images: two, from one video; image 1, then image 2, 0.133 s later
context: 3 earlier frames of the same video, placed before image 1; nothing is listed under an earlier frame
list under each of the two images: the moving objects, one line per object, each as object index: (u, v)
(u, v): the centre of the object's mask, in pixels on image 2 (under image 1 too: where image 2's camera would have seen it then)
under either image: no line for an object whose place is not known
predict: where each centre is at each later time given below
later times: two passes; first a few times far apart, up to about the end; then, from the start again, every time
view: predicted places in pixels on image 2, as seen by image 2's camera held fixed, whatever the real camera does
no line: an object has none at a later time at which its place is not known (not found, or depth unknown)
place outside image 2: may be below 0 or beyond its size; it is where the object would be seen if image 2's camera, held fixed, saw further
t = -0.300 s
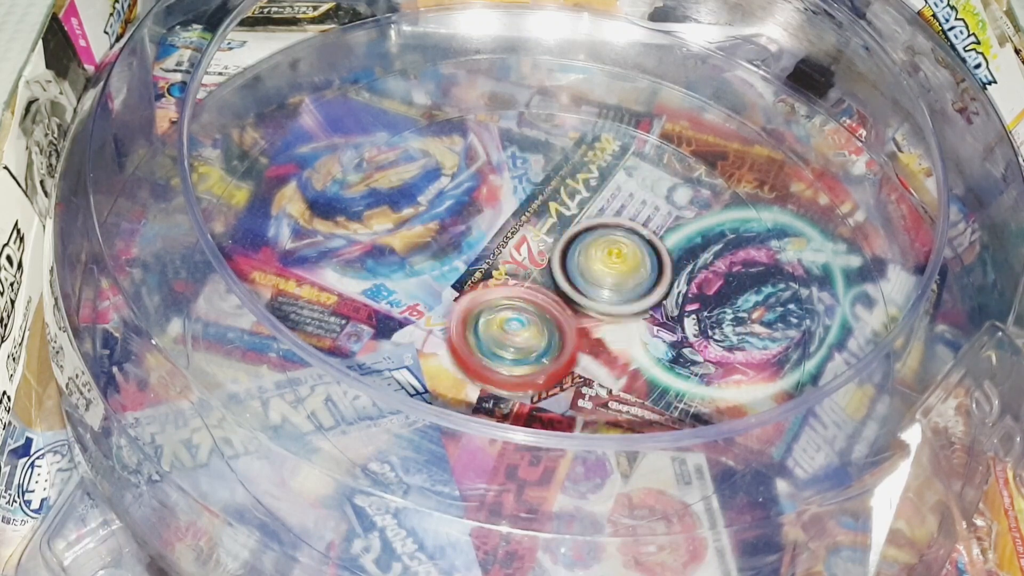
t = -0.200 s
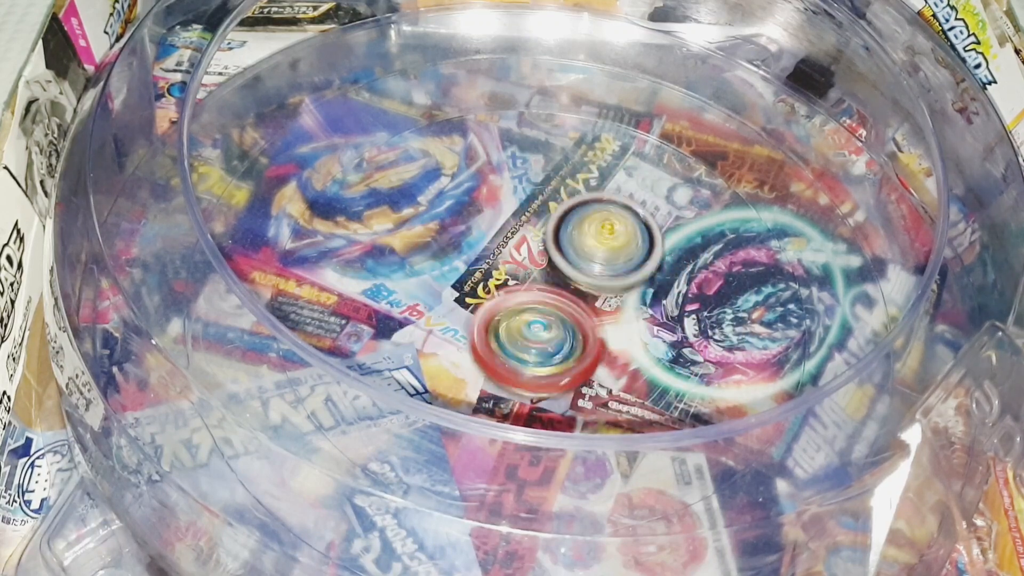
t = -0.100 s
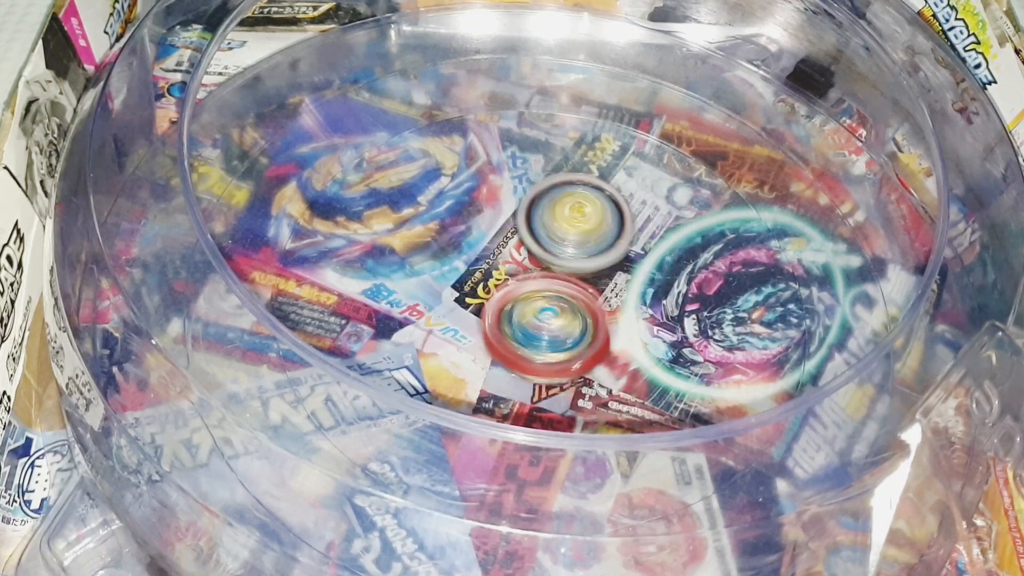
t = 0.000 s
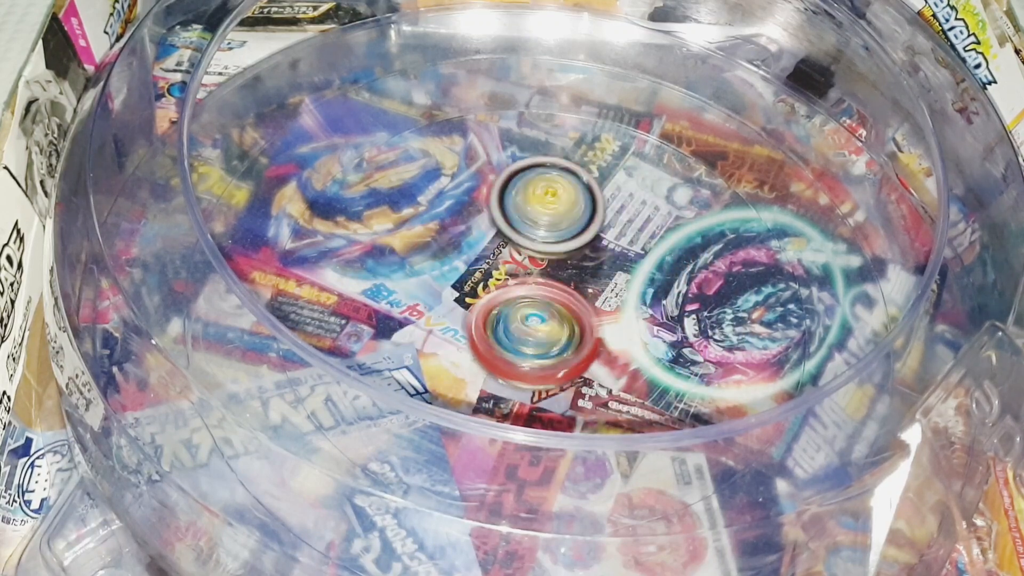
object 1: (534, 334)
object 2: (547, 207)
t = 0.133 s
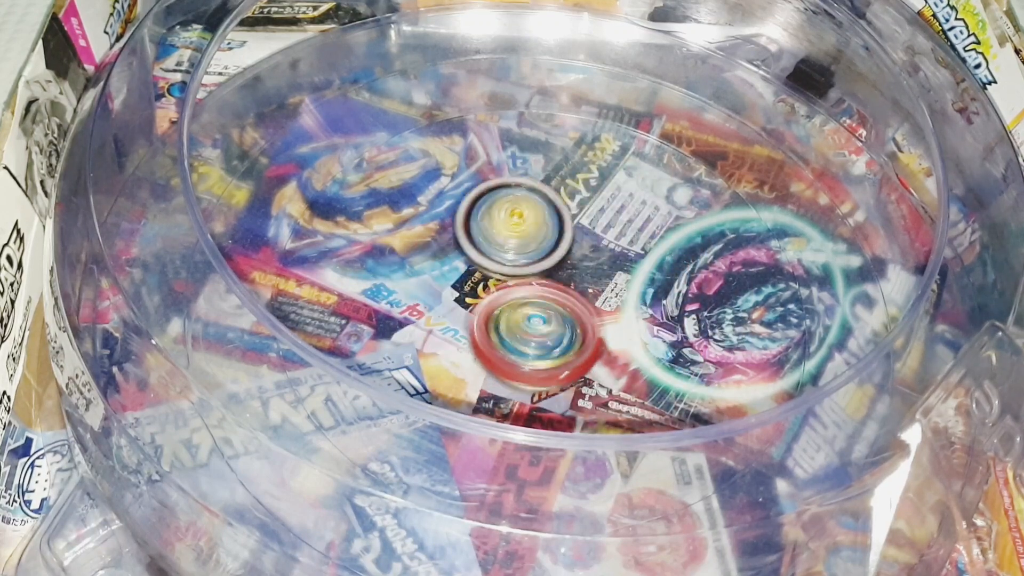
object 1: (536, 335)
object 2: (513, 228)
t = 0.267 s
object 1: (561, 348)
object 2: (508, 230)
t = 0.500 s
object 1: (613, 338)
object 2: (490, 238)
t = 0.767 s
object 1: (641, 301)
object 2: (503, 265)
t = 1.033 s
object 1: (659, 287)
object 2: (518, 275)
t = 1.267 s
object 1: (710, 303)
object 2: (514, 279)
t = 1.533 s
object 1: (725, 305)
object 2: (557, 284)
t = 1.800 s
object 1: (665, 335)
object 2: (541, 262)
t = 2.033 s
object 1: (608, 366)
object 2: (530, 275)
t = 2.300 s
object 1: (559, 385)
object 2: (540, 287)
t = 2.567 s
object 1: (508, 376)
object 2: (556, 279)
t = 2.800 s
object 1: (437, 362)
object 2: (571, 236)
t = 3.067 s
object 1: (404, 347)
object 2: (523, 237)
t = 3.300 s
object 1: (397, 317)
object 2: (550, 272)
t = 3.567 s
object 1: (409, 303)
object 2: (595, 285)
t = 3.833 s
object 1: (430, 267)
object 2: (631, 279)
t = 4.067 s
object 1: (442, 243)
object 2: (586, 274)
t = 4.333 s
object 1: (439, 202)
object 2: (593, 321)
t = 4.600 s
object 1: (478, 204)
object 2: (566, 322)
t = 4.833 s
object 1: (517, 144)
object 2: (568, 391)
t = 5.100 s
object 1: (552, 151)
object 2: (571, 370)
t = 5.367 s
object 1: (599, 221)
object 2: (535, 313)
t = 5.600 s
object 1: (648, 241)
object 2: (489, 298)
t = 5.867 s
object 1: (618, 297)
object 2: (485, 272)
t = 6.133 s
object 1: (645, 367)
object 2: (420, 207)
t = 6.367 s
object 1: (569, 356)
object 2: (453, 210)
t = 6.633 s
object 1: (445, 367)
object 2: (539, 177)
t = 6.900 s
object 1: (415, 337)
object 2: (574, 214)
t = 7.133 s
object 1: (478, 277)
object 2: (621, 298)
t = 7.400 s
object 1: (584, 192)
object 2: (706, 365)
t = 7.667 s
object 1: (635, 198)
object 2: (685, 362)
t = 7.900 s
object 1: (636, 246)
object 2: (588, 356)
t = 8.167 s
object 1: (595, 249)
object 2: (448, 316)
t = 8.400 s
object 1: (525, 284)
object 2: (375, 254)
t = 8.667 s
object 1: (517, 317)
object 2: (405, 232)
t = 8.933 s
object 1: (546, 339)
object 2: (517, 239)
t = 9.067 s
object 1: (560, 340)
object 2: (607, 233)
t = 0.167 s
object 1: (538, 343)
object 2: (510, 224)
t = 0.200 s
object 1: (544, 349)
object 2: (508, 221)
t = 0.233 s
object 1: (552, 351)
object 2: (507, 224)
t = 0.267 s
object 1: (561, 348)
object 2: (508, 230)
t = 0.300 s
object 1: (567, 342)
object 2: (508, 237)
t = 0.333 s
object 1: (570, 338)
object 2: (506, 241)
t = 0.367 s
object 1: (578, 339)
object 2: (501, 241)
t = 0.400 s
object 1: (582, 336)
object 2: (499, 245)
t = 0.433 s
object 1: (587, 332)
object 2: (499, 247)
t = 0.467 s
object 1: (599, 335)
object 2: (494, 242)
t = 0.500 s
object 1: (613, 338)
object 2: (490, 238)
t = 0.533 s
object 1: (621, 337)
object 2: (488, 239)
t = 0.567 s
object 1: (631, 333)
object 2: (490, 244)
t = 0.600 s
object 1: (636, 326)
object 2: (492, 250)
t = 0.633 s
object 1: (635, 318)
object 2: (497, 257)
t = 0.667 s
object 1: (629, 309)
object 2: (503, 263)
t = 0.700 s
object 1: (632, 306)
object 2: (502, 265)
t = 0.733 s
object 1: (640, 305)
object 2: (501, 264)
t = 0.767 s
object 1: (641, 301)
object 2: (503, 265)
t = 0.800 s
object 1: (641, 296)
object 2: (509, 267)
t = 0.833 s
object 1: (651, 296)
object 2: (504, 264)
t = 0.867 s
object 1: (659, 295)
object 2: (503, 262)
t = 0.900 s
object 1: (662, 293)
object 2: (505, 263)
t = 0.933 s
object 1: (664, 290)
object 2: (510, 266)
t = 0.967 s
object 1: (662, 287)
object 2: (516, 270)
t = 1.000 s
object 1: (656, 285)
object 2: (521, 274)
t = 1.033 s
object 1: (659, 287)
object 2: (518, 275)
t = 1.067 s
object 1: (662, 290)
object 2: (516, 277)
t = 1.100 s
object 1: (662, 291)
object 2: (518, 279)
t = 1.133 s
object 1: (662, 293)
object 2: (521, 281)
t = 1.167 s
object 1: (663, 296)
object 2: (526, 282)
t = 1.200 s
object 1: (684, 299)
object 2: (516, 279)
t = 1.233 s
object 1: (698, 301)
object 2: (512, 277)
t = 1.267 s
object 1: (710, 303)
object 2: (514, 279)
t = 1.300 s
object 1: (719, 304)
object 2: (518, 281)
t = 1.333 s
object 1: (726, 305)
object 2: (523, 284)
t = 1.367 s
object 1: (733, 306)
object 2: (529, 286)
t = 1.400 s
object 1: (737, 306)
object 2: (535, 287)
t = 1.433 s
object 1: (739, 306)
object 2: (541, 287)
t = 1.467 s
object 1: (737, 306)
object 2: (547, 287)
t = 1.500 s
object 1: (732, 305)
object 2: (552, 286)
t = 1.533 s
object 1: (725, 305)
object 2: (557, 284)
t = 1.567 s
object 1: (713, 306)
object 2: (561, 282)
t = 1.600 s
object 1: (700, 307)
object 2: (564, 279)
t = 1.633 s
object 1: (693, 311)
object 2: (561, 274)
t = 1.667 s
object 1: (693, 316)
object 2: (555, 267)
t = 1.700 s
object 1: (688, 320)
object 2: (551, 263)
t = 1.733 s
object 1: (682, 324)
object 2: (547, 261)
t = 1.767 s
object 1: (674, 330)
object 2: (544, 261)
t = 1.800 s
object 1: (665, 335)
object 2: (541, 262)
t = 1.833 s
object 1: (655, 339)
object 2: (540, 264)
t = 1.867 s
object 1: (646, 342)
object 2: (538, 266)
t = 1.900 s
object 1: (635, 345)
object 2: (537, 269)
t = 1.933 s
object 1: (625, 351)
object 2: (534, 269)
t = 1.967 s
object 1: (619, 357)
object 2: (532, 271)
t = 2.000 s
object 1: (613, 361)
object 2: (531, 274)
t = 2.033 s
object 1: (608, 366)
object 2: (530, 275)
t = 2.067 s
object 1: (603, 370)
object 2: (529, 277)
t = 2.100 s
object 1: (598, 373)
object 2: (528, 279)
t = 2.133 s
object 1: (591, 377)
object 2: (529, 281)
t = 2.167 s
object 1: (583, 382)
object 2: (530, 284)
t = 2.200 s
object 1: (577, 384)
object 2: (532, 285)
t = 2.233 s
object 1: (571, 384)
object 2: (534, 286)
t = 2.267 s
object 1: (565, 385)
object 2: (537, 286)
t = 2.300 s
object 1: (559, 385)
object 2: (540, 287)
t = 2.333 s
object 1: (552, 386)
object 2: (542, 287)
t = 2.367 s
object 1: (546, 386)
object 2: (546, 287)
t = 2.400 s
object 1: (539, 385)
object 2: (549, 286)
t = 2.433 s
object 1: (531, 385)
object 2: (552, 286)
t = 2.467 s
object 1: (524, 383)
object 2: (553, 284)
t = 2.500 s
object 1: (518, 382)
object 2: (555, 283)
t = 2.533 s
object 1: (515, 380)
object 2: (556, 281)
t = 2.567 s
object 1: (508, 376)
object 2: (556, 279)
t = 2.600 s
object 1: (503, 372)
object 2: (557, 277)
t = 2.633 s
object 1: (496, 366)
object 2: (556, 275)
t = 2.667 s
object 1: (484, 363)
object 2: (560, 270)
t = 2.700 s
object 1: (465, 364)
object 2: (570, 256)
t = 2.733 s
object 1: (454, 365)
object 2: (576, 247)
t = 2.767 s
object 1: (445, 363)
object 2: (575, 240)
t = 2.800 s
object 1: (437, 362)
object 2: (571, 236)
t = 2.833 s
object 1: (429, 362)
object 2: (565, 231)
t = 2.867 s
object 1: (426, 360)
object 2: (560, 228)
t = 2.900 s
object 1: (421, 358)
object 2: (554, 226)
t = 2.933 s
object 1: (414, 357)
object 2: (547, 225)
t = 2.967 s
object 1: (413, 354)
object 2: (540, 225)
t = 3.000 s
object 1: (406, 353)
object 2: (533, 228)
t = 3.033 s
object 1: (405, 350)
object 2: (528, 232)
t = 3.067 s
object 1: (404, 347)
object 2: (523, 237)
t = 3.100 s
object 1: (404, 343)
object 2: (519, 244)
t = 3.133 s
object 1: (406, 339)
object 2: (518, 250)
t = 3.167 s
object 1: (408, 333)
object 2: (517, 258)
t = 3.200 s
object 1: (413, 328)
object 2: (519, 265)
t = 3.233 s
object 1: (419, 320)
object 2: (523, 271)
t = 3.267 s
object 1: (407, 316)
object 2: (537, 272)
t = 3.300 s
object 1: (397, 317)
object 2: (550, 272)
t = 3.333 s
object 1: (391, 315)
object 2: (562, 275)
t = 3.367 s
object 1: (389, 315)
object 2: (570, 280)
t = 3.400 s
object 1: (388, 314)
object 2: (575, 282)
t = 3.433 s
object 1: (388, 312)
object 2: (579, 283)
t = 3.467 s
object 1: (388, 311)
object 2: (584, 285)
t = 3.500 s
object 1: (393, 309)
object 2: (587, 286)
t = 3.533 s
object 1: (400, 306)
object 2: (591, 285)
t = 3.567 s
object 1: (409, 303)
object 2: (595, 285)
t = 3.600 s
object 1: (419, 301)
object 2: (595, 285)
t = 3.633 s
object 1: (431, 298)
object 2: (595, 284)
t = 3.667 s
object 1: (444, 295)
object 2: (595, 283)
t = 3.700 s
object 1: (456, 292)
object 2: (594, 283)
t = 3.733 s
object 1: (457, 285)
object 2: (601, 283)
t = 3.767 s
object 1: (441, 277)
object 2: (619, 282)
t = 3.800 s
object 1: (432, 272)
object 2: (629, 281)
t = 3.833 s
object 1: (430, 267)
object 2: (631, 279)
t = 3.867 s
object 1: (428, 262)
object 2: (628, 277)
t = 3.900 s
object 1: (428, 257)
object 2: (625, 275)
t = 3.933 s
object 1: (428, 253)
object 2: (619, 272)
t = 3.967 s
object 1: (430, 249)
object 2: (611, 271)
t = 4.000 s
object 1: (432, 246)
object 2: (603, 270)
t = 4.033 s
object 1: (436, 244)
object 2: (595, 271)
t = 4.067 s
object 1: (442, 243)
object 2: (586, 274)
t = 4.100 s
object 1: (449, 240)
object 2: (578, 276)
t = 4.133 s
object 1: (451, 237)
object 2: (576, 281)
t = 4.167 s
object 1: (454, 231)
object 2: (574, 288)
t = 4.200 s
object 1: (446, 220)
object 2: (583, 300)
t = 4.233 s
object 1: (442, 213)
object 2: (590, 309)
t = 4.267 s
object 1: (440, 209)
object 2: (593, 315)
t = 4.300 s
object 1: (438, 205)
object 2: (594, 319)
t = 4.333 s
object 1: (439, 202)
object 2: (593, 321)
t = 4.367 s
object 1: (440, 198)
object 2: (592, 321)
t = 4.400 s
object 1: (442, 196)
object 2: (591, 322)
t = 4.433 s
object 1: (445, 197)
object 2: (588, 322)
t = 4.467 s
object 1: (451, 198)
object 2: (584, 322)
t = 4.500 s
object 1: (456, 199)
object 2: (581, 322)
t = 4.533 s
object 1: (464, 199)
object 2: (577, 322)
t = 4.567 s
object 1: (471, 201)
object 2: (572, 322)
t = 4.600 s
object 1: (478, 204)
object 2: (566, 322)
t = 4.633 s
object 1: (487, 210)
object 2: (561, 322)
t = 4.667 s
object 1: (497, 216)
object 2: (557, 323)
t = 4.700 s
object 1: (506, 219)
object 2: (553, 325)
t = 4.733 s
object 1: (510, 190)
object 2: (559, 356)
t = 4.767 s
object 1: (512, 169)
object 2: (564, 374)
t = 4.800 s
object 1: (514, 152)
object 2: (566, 386)
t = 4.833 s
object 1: (517, 144)
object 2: (568, 391)
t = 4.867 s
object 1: (521, 139)
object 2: (570, 392)
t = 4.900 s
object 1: (524, 137)
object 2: (573, 391)
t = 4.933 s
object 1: (527, 137)
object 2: (576, 389)
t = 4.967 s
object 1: (530, 138)
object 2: (576, 387)
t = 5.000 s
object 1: (533, 140)
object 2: (576, 384)
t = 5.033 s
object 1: (539, 143)
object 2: (574, 379)
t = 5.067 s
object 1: (545, 146)
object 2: (573, 375)
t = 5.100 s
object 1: (552, 151)
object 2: (571, 370)
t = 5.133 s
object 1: (559, 157)
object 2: (568, 364)
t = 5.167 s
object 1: (565, 163)
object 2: (563, 356)
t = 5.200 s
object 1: (572, 172)
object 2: (559, 349)
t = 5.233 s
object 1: (579, 181)
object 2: (553, 343)
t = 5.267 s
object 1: (584, 191)
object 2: (550, 336)
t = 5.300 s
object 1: (589, 202)
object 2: (545, 328)
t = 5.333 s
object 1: (594, 213)
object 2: (542, 317)
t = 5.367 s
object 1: (599, 221)
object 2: (535, 313)
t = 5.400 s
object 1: (616, 218)
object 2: (520, 317)
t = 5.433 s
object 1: (626, 219)
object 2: (508, 315)
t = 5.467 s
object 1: (635, 222)
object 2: (503, 312)
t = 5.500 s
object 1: (641, 226)
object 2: (498, 308)
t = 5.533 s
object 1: (645, 230)
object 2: (494, 304)
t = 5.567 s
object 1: (646, 234)
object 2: (492, 302)
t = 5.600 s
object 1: (648, 241)
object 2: (489, 298)
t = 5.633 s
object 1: (648, 248)
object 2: (487, 295)
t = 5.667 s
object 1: (647, 255)
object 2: (485, 292)
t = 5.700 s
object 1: (645, 262)
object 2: (484, 288)
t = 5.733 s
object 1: (642, 270)
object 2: (483, 286)
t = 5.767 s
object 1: (637, 277)
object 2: (483, 282)
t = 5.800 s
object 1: (631, 284)
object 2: (482, 279)
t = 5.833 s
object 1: (625, 291)
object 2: (483, 276)
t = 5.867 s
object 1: (618, 297)
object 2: (485, 272)
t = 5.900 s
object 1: (615, 305)
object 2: (484, 267)
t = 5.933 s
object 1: (642, 321)
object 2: (454, 244)
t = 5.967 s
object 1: (660, 337)
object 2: (435, 228)
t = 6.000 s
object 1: (666, 348)
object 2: (425, 217)
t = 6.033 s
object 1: (665, 354)
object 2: (422, 212)
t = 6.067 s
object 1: (661, 360)
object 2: (420, 209)
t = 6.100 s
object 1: (654, 364)
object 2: (420, 208)
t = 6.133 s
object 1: (645, 367)
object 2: (420, 207)
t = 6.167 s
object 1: (635, 367)
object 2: (421, 206)
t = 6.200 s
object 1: (626, 367)
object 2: (424, 206)
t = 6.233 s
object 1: (615, 366)
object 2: (427, 206)
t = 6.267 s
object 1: (604, 365)
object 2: (432, 207)
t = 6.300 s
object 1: (594, 362)
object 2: (439, 208)
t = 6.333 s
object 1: (581, 360)
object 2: (445, 209)
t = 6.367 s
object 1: (569, 356)
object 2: (453, 210)
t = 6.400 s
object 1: (558, 349)
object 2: (462, 213)
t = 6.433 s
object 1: (547, 344)
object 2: (470, 216)
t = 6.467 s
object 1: (536, 338)
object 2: (478, 220)
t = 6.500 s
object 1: (522, 331)
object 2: (487, 224)
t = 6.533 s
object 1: (503, 344)
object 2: (500, 210)
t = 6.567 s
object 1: (478, 360)
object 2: (514, 191)
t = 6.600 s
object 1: (460, 366)
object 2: (528, 180)
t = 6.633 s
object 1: (445, 367)
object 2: (539, 177)
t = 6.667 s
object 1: (429, 367)
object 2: (547, 177)
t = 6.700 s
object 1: (419, 364)
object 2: (553, 179)
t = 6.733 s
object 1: (412, 361)
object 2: (557, 182)
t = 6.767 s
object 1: (411, 358)
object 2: (561, 187)
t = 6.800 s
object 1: (411, 355)
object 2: (565, 193)
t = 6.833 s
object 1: (410, 348)
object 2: (568, 199)
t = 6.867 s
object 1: (413, 343)
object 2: (571, 206)
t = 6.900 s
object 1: (415, 337)
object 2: (574, 214)
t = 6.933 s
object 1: (419, 328)
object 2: (577, 222)
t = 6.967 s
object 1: (425, 320)
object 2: (581, 232)
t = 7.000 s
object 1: (433, 311)
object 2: (586, 242)
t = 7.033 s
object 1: (442, 303)
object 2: (592, 255)
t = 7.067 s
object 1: (452, 294)
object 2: (600, 269)
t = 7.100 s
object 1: (463, 285)
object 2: (609, 283)
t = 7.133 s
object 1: (478, 277)
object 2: (621, 298)
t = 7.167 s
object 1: (493, 265)
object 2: (634, 312)
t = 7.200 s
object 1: (508, 252)
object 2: (648, 324)
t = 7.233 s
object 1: (521, 240)
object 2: (663, 335)
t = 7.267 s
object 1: (535, 230)
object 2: (677, 346)
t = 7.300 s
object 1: (547, 217)
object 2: (690, 354)
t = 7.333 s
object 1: (561, 208)
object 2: (698, 360)
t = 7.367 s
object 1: (574, 199)
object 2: (704, 363)
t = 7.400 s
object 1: (584, 192)
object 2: (706, 365)
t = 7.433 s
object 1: (596, 184)
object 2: (708, 365)
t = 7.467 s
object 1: (606, 182)
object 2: (709, 364)
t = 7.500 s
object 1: (615, 182)
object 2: (709, 363)
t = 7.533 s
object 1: (623, 183)
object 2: (708, 363)
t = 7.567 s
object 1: (628, 185)
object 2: (705, 363)
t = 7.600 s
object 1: (631, 188)
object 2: (700, 363)
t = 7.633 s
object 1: (634, 193)
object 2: (693, 364)
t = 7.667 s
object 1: (635, 198)
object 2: (685, 362)
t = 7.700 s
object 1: (636, 206)
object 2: (675, 360)
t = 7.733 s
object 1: (637, 215)
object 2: (665, 358)
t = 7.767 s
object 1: (637, 222)
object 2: (654, 355)
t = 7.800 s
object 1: (635, 234)
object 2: (642, 353)
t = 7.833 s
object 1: (633, 244)
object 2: (630, 348)
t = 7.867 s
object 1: (635, 252)
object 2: (617, 348)
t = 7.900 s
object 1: (636, 246)
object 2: (588, 356)
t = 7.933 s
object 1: (638, 238)
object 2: (563, 360)
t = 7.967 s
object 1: (636, 234)
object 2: (537, 365)
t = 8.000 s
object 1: (632, 235)
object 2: (516, 361)
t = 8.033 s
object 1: (625, 237)
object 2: (503, 355)
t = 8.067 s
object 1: (618, 240)
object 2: (489, 346)
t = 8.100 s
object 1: (612, 243)
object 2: (475, 337)
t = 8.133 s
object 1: (603, 246)
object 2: (462, 325)
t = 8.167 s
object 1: (595, 249)
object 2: (448, 316)
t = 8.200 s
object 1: (580, 254)
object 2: (434, 305)
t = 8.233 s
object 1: (567, 258)
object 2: (421, 295)
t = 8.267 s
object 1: (551, 264)
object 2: (412, 287)
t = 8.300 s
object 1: (537, 267)
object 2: (404, 279)
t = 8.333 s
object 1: (528, 275)
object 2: (394, 270)
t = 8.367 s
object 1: (521, 279)
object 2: (382, 262)
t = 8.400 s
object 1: (525, 284)
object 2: (375, 254)
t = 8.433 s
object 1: (522, 288)
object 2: (372, 248)
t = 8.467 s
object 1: (520, 290)
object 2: (373, 243)
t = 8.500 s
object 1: (518, 294)
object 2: (376, 240)
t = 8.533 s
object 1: (514, 296)
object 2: (381, 237)
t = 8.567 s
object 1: (514, 299)
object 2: (386, 236)
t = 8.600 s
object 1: (512, 302)
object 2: (394, 236)
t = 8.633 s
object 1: (513, 308)
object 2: (402, 236)
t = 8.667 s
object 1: (517, 317)
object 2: (405, 232)
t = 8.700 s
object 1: (524, 321)
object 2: (412, 230)
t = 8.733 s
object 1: (528, 326)
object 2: (421, 230)
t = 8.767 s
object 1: (529, 329)
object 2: (430, 229)
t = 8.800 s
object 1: (533, 330)
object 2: (443, 231)
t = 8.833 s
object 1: (538, 331)
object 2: (459, 233)
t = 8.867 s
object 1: (541, 335)
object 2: (477, 235)
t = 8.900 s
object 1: (543, 337)
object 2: (496, 237)
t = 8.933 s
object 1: (546, 339)
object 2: (517, 239)
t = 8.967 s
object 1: (551, 341)
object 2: (539, 238)
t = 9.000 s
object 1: (554, 342)
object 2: (563, 239)
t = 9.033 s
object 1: (558, 343)
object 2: (583, 237)
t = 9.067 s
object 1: (560, 340)
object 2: (607, 233)
